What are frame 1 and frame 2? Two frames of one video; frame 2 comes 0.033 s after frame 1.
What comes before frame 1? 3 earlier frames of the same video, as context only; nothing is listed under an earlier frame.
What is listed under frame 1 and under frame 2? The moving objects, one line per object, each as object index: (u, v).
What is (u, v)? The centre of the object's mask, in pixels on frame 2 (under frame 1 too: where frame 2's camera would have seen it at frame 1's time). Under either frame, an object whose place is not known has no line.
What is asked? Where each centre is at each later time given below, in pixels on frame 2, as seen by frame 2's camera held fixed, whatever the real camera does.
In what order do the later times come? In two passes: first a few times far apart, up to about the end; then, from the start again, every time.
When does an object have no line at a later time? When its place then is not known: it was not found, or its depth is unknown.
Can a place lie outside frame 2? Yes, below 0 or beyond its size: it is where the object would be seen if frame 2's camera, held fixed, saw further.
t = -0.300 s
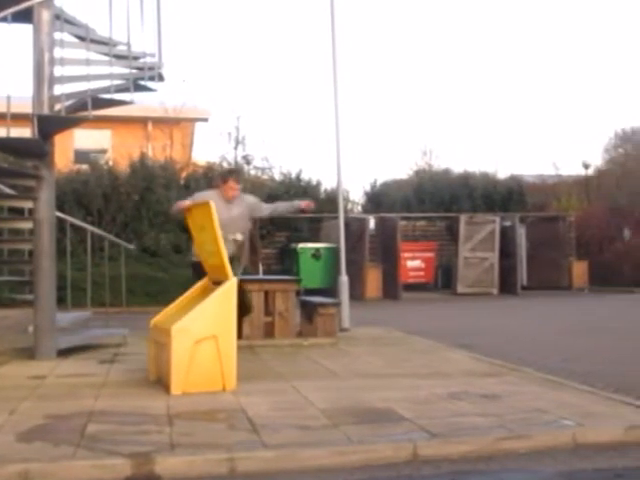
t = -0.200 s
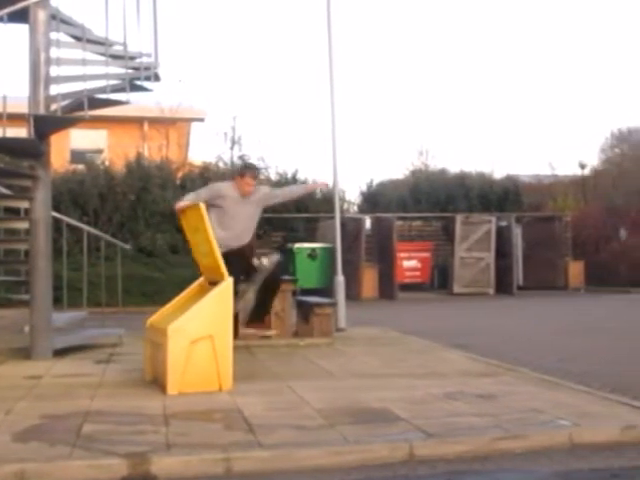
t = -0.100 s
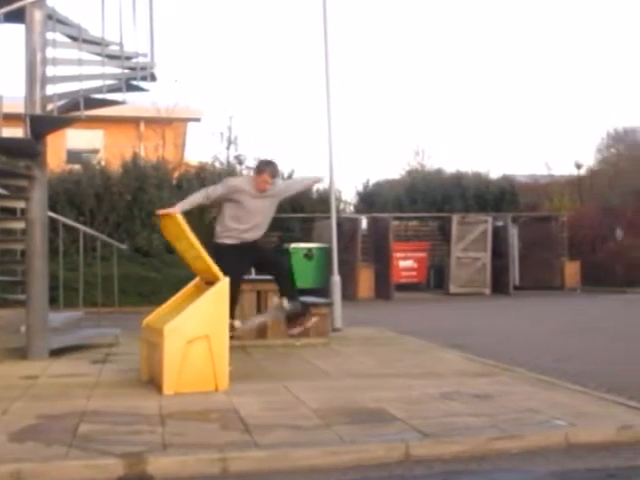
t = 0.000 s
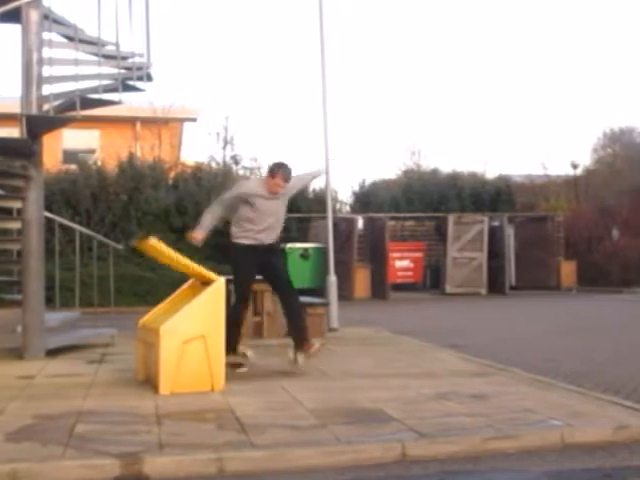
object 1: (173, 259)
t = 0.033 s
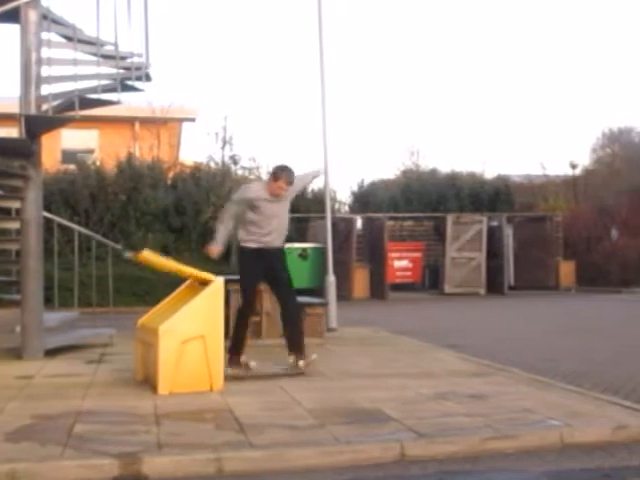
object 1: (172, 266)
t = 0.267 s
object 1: (187, 289)
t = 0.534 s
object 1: (186, 289)
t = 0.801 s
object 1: (186, 289)
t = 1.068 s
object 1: (186, 290)
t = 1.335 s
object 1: (185, 289)
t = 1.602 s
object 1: (186, 289)
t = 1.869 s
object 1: (185, 289)
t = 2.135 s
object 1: (184, 289)
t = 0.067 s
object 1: (166, 273)
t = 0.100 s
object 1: (164, 282)
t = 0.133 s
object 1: (167, 291)
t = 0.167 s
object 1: (171, 298)
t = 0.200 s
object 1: (189, 288)
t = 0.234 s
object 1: (190, 286)
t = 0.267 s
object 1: (187, 289)
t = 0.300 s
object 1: (188, 288)
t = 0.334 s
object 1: (188, 288)
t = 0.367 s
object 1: (187, 289)
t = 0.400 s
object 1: (187, 289)
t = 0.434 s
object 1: (187, 289)
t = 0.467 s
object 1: (187, 289)
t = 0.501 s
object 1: (186, 289)
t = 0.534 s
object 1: (186, 289)
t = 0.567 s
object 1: (187, 289)
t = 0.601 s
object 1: (187, 289)
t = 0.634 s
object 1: (187, 289)
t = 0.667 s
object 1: (187, 289)
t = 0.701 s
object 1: (186, 289)
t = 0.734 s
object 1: (186, 289)
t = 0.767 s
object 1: (186, 289)
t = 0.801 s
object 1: (186, 289)
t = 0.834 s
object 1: (186, 289)
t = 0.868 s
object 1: (187, 289)
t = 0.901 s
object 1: (186, 289)
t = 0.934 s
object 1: (186, 289)
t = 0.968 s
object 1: (185, 290)
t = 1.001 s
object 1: (187, 289)
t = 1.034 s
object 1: (186, 290)
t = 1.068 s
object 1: (186, 290)
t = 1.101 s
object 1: (186, 289)
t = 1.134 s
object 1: (186, 290)
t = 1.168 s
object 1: (185, 290)
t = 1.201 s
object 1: (185, 289)
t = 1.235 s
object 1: (185, 289)
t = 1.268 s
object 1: (186, 289)
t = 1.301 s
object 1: (186, 290)
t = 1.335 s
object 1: (185, 289)
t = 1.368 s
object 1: (185, 289)
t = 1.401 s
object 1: (185, 290)
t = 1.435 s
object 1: (185, 290)
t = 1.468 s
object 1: (185, 289)
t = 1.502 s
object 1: (185, 289)
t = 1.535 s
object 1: (186, 289)
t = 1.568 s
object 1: (186, 289)
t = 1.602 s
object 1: (186, 289)
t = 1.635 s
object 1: (185, 289)
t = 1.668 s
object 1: (185, 289)
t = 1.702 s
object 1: (185, 289)
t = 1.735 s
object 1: (185, 289)
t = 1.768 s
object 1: (185, 289)
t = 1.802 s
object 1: (185, 289)
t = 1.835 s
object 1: (185, 289)
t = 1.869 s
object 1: (185, 289)
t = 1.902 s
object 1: (185, 289)
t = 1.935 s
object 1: (185, 289)
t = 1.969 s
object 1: (185, 289)
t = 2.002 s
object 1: (185, 289)
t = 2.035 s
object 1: (185, 289)
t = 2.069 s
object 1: (185, 289)
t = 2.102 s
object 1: (185, 289)
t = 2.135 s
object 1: (184, 289)
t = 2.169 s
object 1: (184, 289)
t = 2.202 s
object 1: (184, 289)
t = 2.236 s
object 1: (184, 289)
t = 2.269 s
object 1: (184, 289)
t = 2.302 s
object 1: (184, 288)
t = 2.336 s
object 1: (183, 289)
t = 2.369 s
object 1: (183, 289)
